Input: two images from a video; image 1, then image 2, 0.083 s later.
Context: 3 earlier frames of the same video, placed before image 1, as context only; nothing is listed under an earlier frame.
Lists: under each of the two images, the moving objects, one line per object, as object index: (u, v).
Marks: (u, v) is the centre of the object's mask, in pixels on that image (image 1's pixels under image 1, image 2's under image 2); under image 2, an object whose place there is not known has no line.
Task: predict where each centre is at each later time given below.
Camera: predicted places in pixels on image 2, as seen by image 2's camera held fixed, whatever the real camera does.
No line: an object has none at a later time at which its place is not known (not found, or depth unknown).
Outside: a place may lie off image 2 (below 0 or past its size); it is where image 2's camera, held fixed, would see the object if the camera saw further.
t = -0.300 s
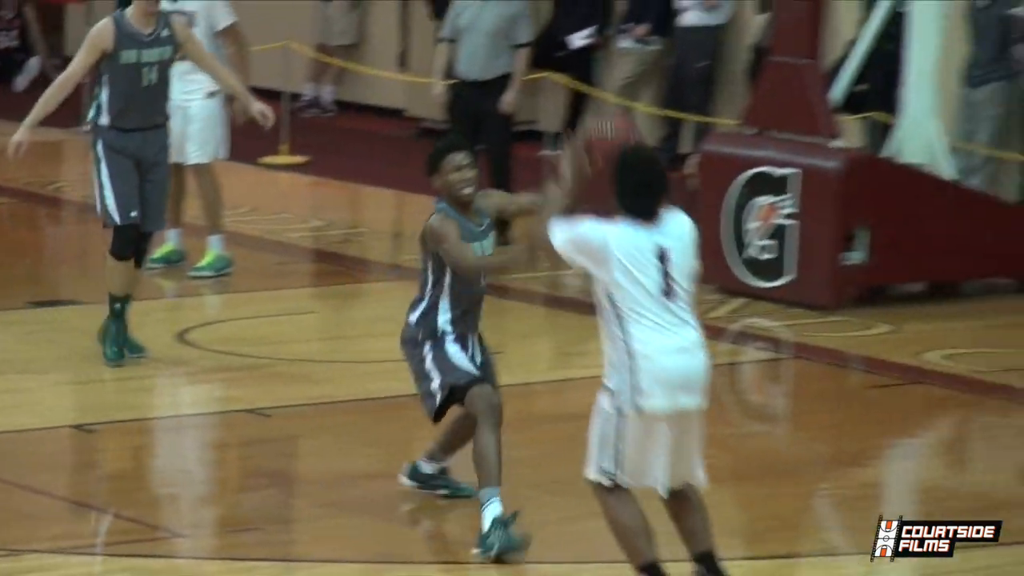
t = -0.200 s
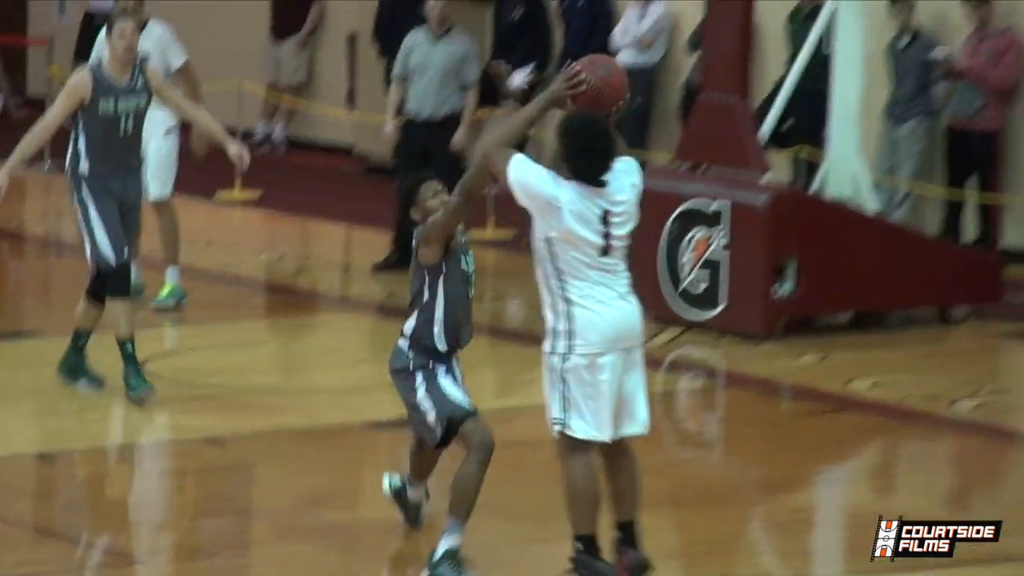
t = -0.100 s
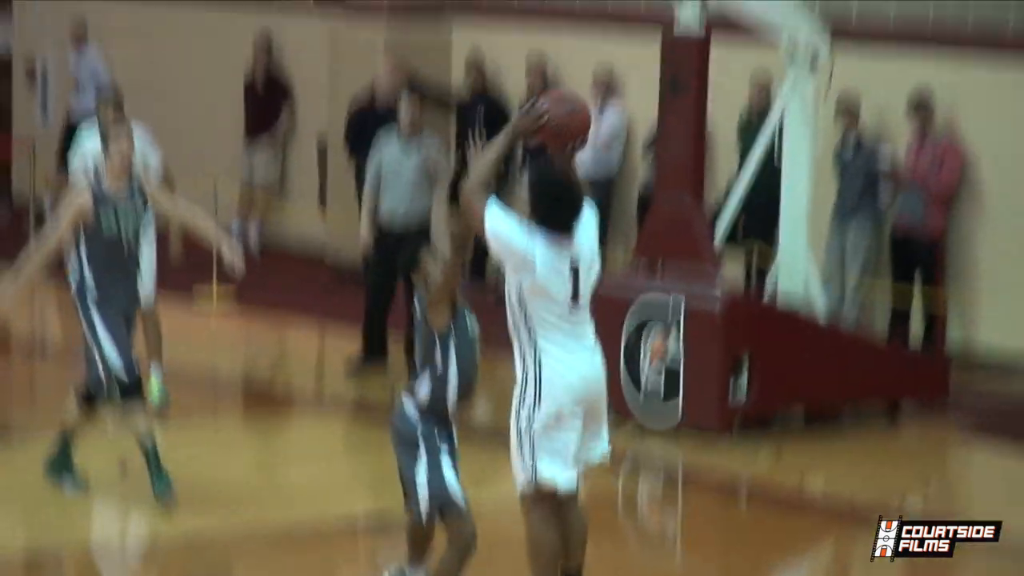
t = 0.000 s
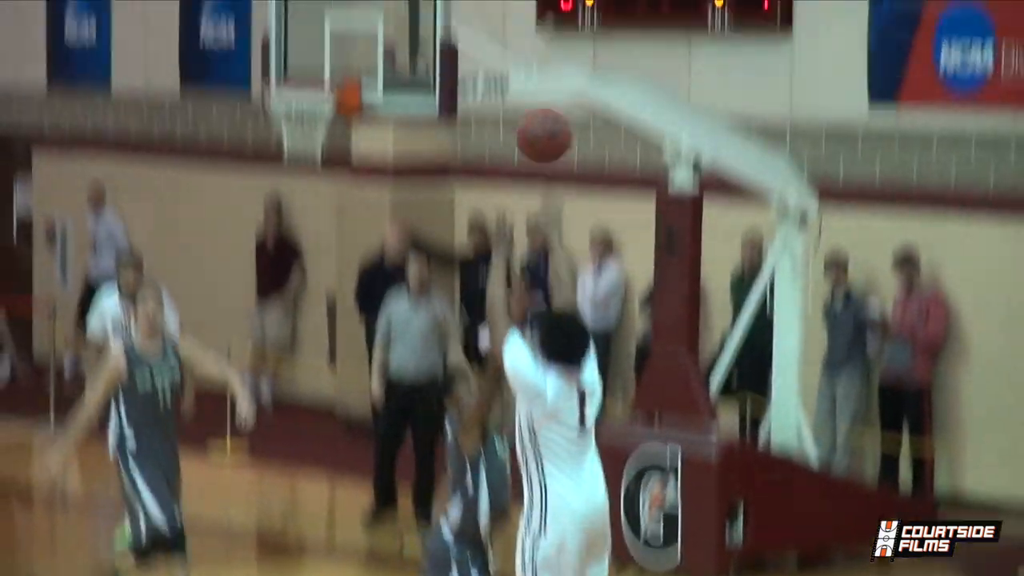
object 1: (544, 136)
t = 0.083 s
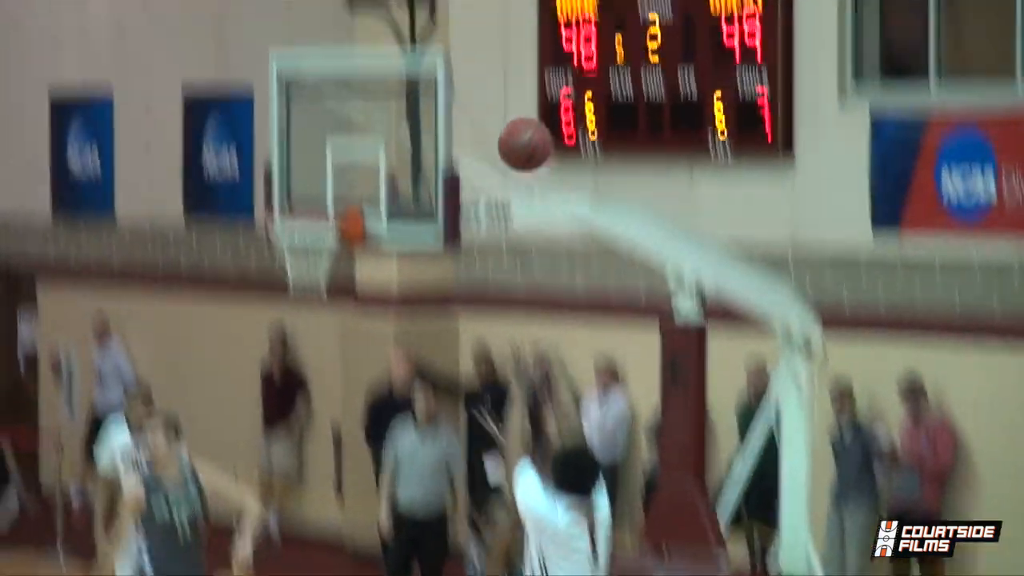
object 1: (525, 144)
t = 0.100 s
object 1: (520, 123)
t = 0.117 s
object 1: (515, 103)
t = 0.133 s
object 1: (511, 83)
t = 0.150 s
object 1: (507, 64)
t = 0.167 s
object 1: (503, 47)
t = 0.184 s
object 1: (499, 29)
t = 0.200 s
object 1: (494, 12)
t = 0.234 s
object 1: (485, -19)
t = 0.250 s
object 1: (482, -31)
